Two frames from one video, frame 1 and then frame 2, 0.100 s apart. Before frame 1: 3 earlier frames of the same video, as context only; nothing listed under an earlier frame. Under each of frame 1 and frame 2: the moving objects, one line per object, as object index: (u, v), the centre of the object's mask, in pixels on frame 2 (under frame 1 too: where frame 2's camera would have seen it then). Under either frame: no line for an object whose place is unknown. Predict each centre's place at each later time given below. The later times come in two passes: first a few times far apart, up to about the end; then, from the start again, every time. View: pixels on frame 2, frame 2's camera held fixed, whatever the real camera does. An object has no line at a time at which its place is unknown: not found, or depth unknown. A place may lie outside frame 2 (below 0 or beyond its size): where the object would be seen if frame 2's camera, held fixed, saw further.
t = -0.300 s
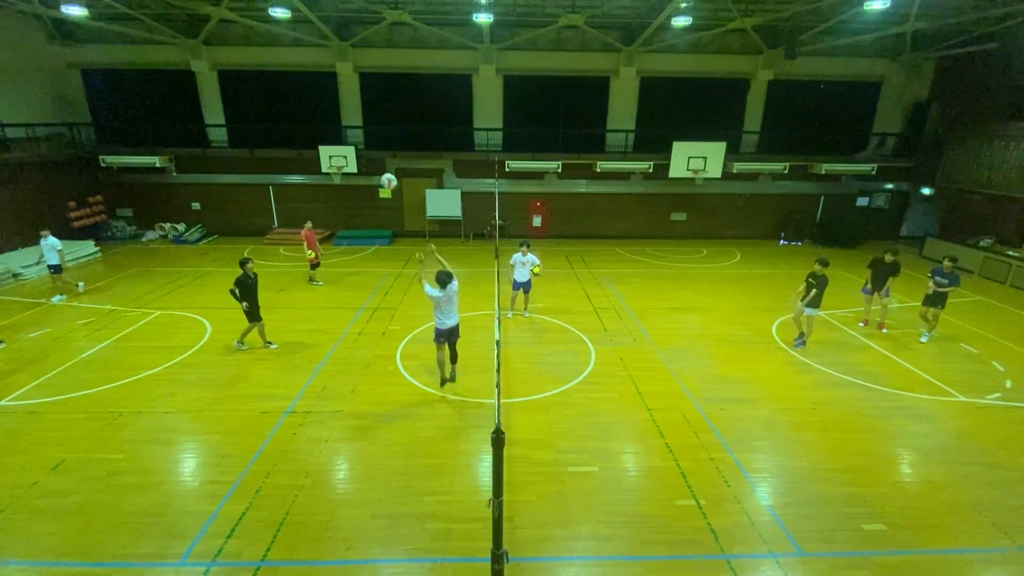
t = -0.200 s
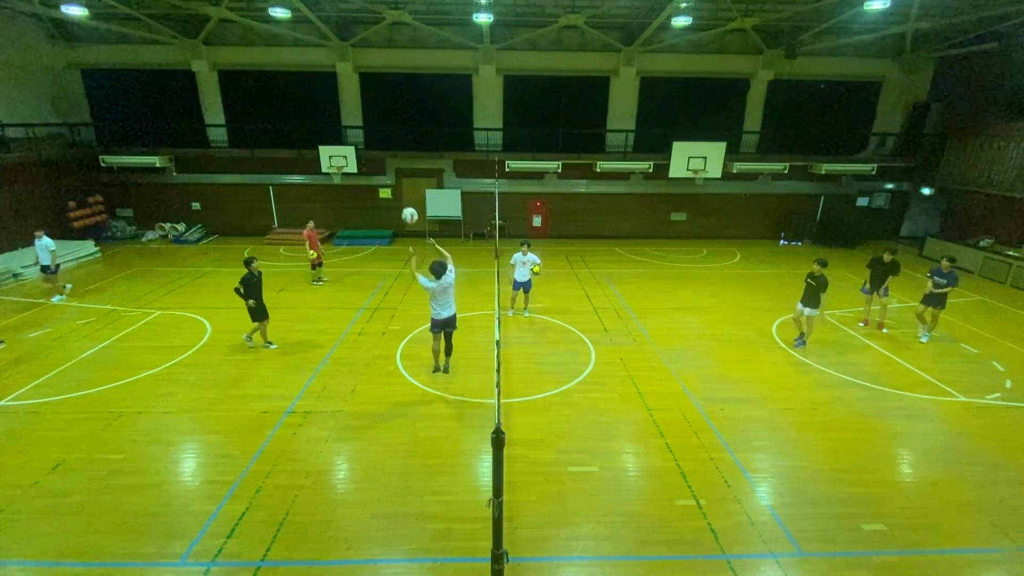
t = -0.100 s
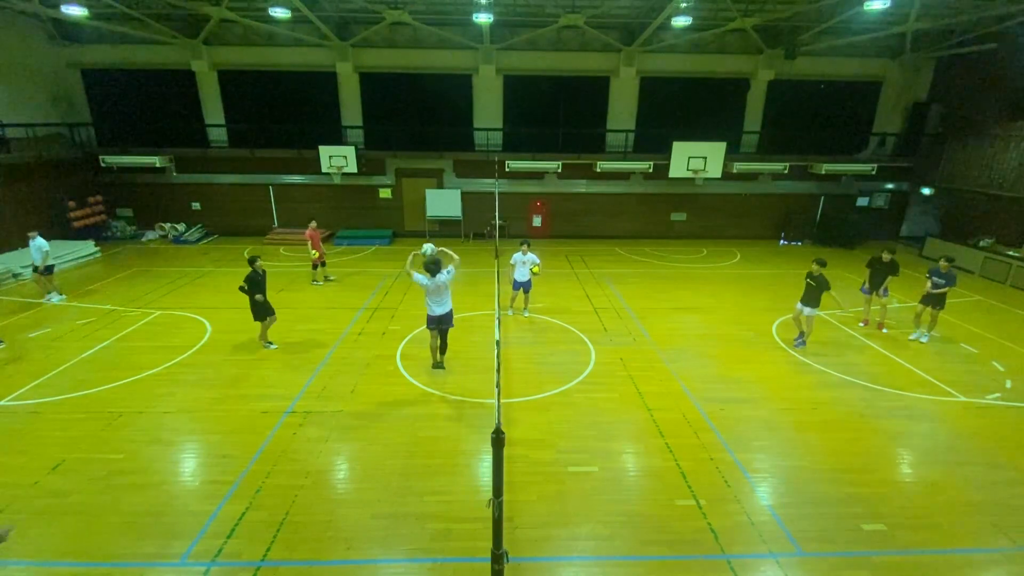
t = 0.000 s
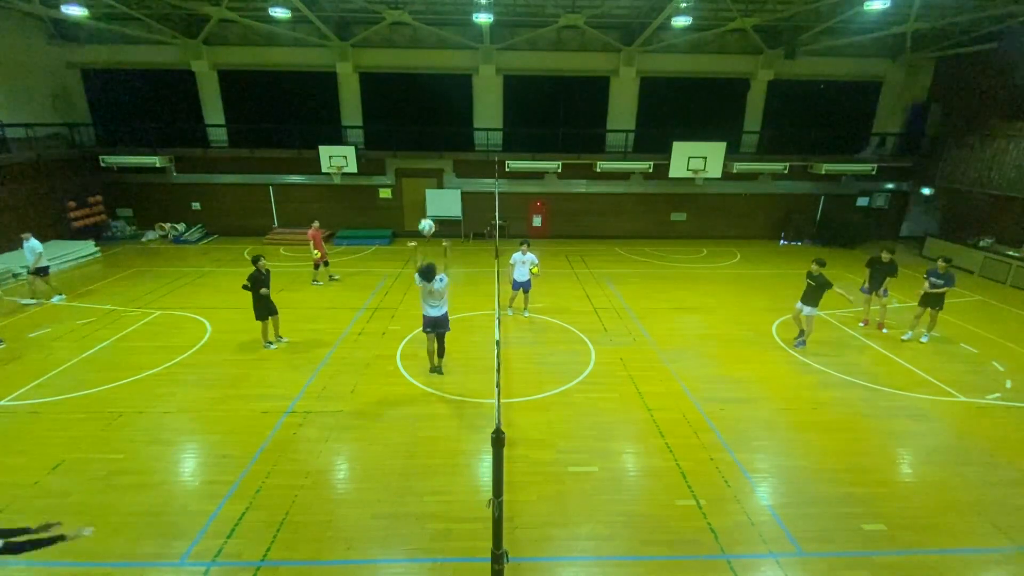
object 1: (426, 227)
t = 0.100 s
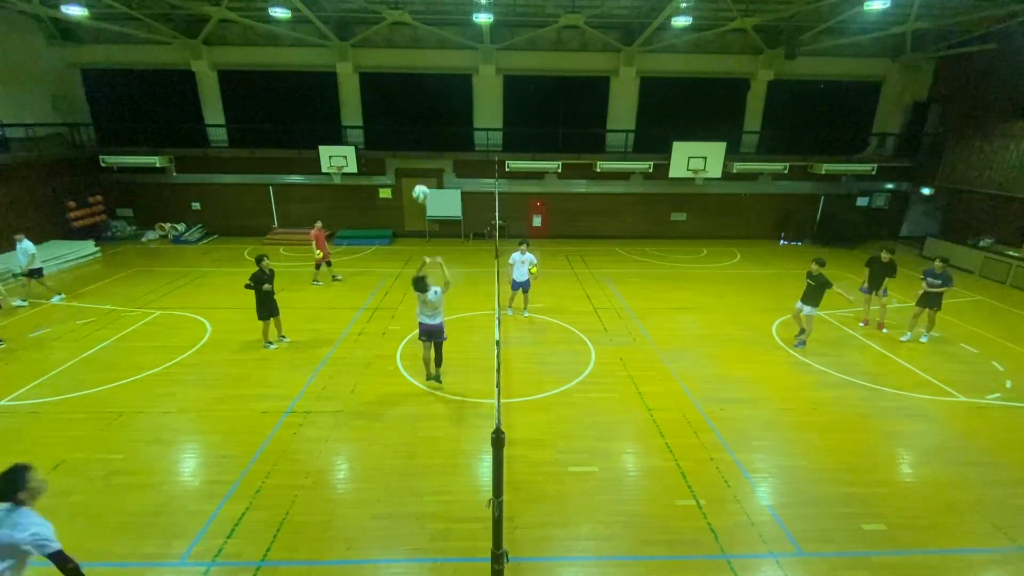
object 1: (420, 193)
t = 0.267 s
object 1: (412, 148)
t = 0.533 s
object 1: (400, 118)
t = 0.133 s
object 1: (419, 183)
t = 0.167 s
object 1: (417, 173)
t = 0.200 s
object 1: (416, 165)
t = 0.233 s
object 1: (414, 156)
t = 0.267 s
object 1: (412, 148)
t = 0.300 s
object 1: (411, 142)
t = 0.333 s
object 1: (409, 136)
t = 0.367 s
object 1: (408, 130)
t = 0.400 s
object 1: (406, 126)
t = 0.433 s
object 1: (405, 122)
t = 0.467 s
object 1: (403, 120)
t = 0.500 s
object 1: (402, 118)
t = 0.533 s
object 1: (400, 118)
